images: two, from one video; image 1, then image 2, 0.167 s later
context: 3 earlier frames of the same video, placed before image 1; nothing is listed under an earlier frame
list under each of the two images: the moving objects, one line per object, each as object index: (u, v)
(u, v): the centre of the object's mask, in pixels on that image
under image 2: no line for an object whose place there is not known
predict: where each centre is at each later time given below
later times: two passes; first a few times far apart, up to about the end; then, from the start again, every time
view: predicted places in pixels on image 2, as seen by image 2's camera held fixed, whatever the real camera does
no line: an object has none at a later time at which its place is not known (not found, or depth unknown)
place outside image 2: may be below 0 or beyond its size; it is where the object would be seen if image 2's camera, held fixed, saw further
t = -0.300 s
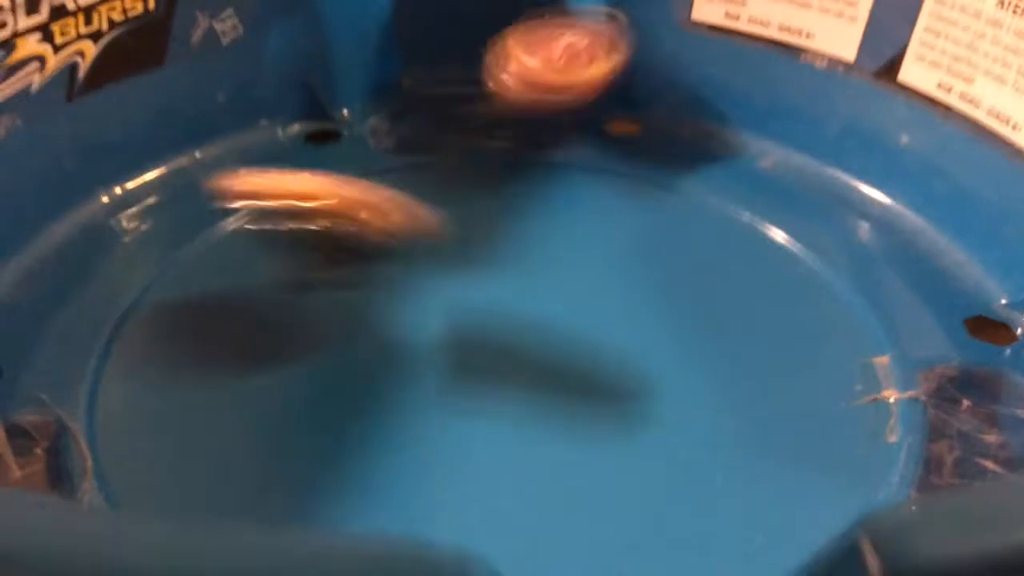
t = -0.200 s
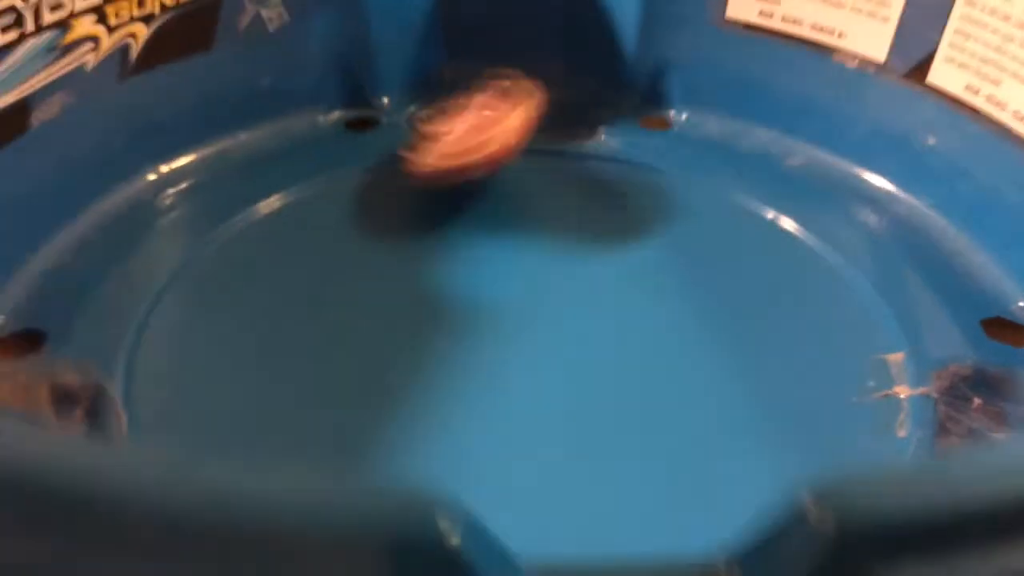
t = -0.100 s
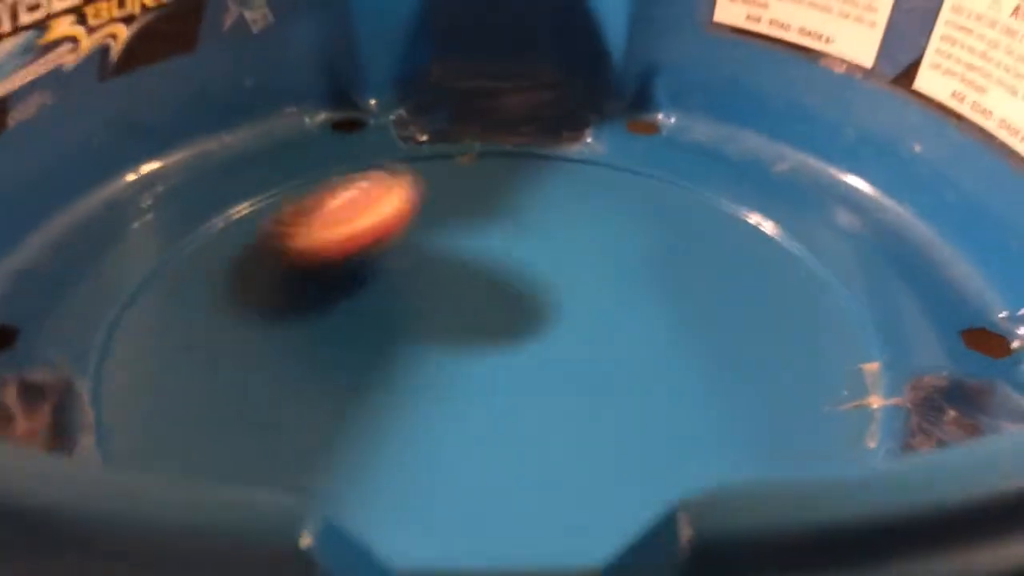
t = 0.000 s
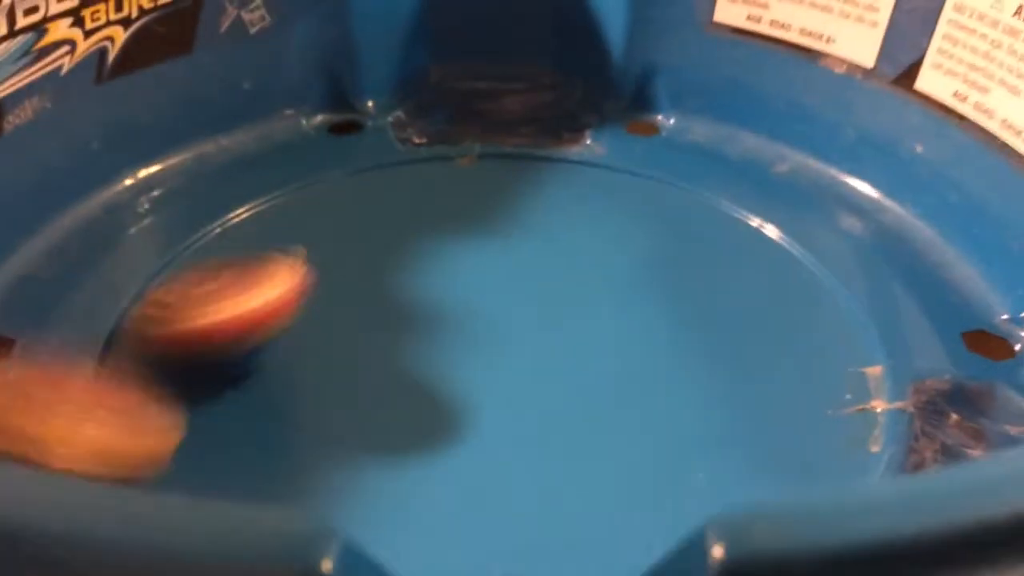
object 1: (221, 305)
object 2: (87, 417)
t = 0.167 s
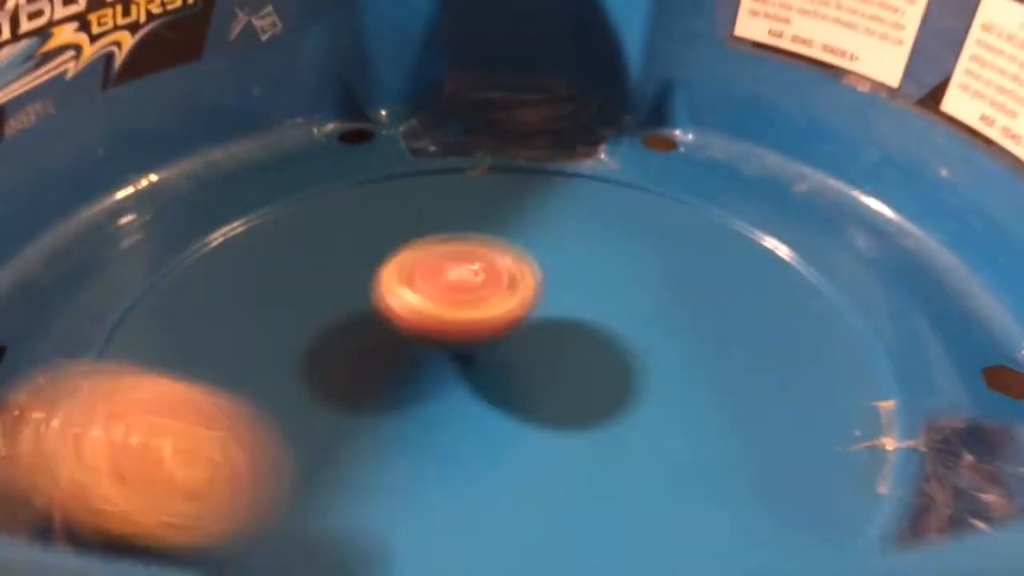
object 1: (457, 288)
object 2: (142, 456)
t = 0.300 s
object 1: (547, 249)
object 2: (657, 391)
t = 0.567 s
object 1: (463, 126)
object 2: (837, 190)
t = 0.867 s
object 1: (388, 237)
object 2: (602, 122)
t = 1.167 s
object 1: (666, 414)
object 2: (508, 271)
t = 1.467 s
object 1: (830, 351)
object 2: (572, 427)
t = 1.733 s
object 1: (599, 313)
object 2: (566, 508)
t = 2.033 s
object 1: (253, 367)
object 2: (448, 475)
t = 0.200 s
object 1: (481, 290)
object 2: (285, 455)
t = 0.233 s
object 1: (502, 291)
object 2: (431, 424)
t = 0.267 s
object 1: (527, 268)
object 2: (556, 404)
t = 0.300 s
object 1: (547, 249)
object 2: (657, 391)
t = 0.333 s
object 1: (556, 225)
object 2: (747, 369)
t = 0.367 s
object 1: (553, 203)
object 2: (829, 337)
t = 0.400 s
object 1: (543, 180)
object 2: (880, 303)
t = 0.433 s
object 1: (528, 161)
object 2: (900, 264)
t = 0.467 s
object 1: (512, 146)
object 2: (893, 233)
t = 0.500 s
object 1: (493, 134)
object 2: (874, 231)
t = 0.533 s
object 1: (478, 128)
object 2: (859, 205)
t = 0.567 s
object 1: (463, 126)
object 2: (837, 190)
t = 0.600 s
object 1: (448, 129)
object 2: (816, 171)
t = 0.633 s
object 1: (433, 134)
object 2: (798, 154)
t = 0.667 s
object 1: (419, 141)
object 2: (777, 139)
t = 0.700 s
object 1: (406, 151)
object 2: (738, 132)
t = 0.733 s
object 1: (397, 163)
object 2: (700, 128)
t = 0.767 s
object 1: (391, 178)
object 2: (666, 124)
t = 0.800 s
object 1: (386, 194)
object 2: (638, 122)
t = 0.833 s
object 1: (385, 214)
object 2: (616, 121)
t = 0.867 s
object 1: (388, 237)
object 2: (602, 122)
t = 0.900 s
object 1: (397, 261)
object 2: (591, 124)
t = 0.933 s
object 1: (412, 286)
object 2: (579, 134)
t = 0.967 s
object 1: (431, 311)
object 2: (565, 149)
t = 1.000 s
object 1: (457, 337)
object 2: (551, 165)
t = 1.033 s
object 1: (490, 359)
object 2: (538, 184)
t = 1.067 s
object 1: (527, 379)
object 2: (527, 204)
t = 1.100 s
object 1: (571, 396)
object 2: (519, 226)
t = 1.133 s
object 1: (617, 407)
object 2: (512, 248)
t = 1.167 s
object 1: (666, 414)
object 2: (508, 271)
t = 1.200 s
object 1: (715, 418)
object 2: (507, 293)
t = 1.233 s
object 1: (757, 415)
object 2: (510, 315)
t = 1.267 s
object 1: (793, 409)
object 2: (515, 335)
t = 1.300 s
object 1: (819, 400)
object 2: (524, 352)
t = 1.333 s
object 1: (837, 392)
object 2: (534, 368)
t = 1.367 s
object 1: (848, 382)
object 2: (545, 383)
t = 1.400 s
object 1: (847, 373)
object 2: (555, 398)
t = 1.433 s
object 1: (840, 361)
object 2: (564, 412)
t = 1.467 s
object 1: (830, 351)
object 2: (572, 427)
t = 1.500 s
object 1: (815, 344)
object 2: (577, 441)
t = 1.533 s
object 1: (798, 336)
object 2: (581, 455)
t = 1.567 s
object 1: (776, 331)
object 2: (583, 467)
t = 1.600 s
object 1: (752, 326)
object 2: (584, 479)
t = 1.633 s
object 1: (719, 320)
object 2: (582, 489)
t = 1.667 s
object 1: (680, 315)
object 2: (579, 498)
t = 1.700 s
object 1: (640, 314)
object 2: (574, 504)
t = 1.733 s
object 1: (599, 313)
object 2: (566, 508)
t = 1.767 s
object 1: (557, 314)
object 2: (557, 510)
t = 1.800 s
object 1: (514, 317)
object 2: (547, 511)
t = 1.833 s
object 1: (470, 321)
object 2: (535, 510)
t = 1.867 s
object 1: (425, 326)
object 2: (522, 508)
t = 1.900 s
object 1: (385, 332)
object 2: (508, 504)
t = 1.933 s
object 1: (348, 339)
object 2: (493, 499)
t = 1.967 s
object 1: (313, 346)
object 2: (478, 492)
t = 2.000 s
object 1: (281, 356)
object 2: (462, 484)
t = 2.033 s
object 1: (253, 367)
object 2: (448, 475)
